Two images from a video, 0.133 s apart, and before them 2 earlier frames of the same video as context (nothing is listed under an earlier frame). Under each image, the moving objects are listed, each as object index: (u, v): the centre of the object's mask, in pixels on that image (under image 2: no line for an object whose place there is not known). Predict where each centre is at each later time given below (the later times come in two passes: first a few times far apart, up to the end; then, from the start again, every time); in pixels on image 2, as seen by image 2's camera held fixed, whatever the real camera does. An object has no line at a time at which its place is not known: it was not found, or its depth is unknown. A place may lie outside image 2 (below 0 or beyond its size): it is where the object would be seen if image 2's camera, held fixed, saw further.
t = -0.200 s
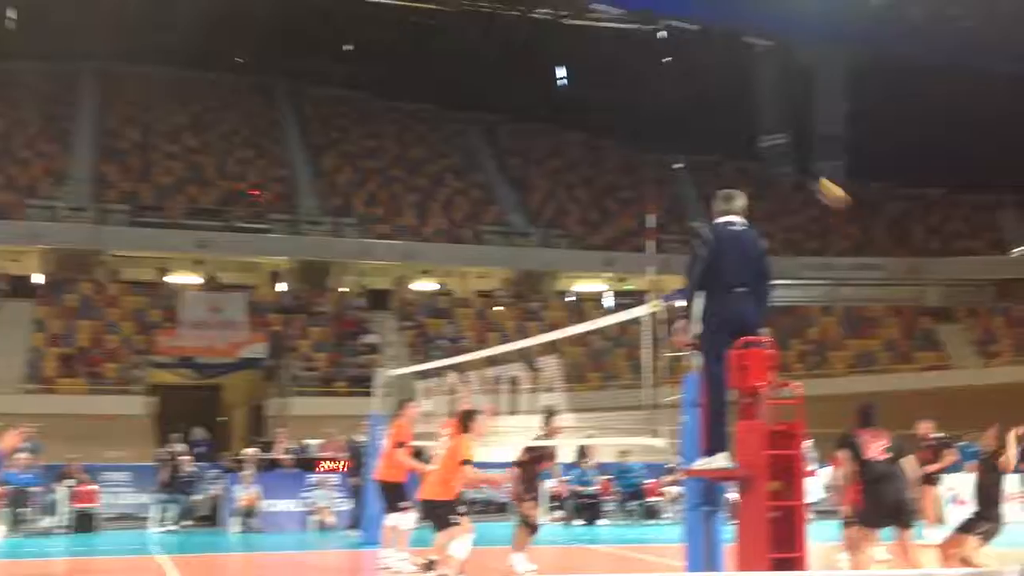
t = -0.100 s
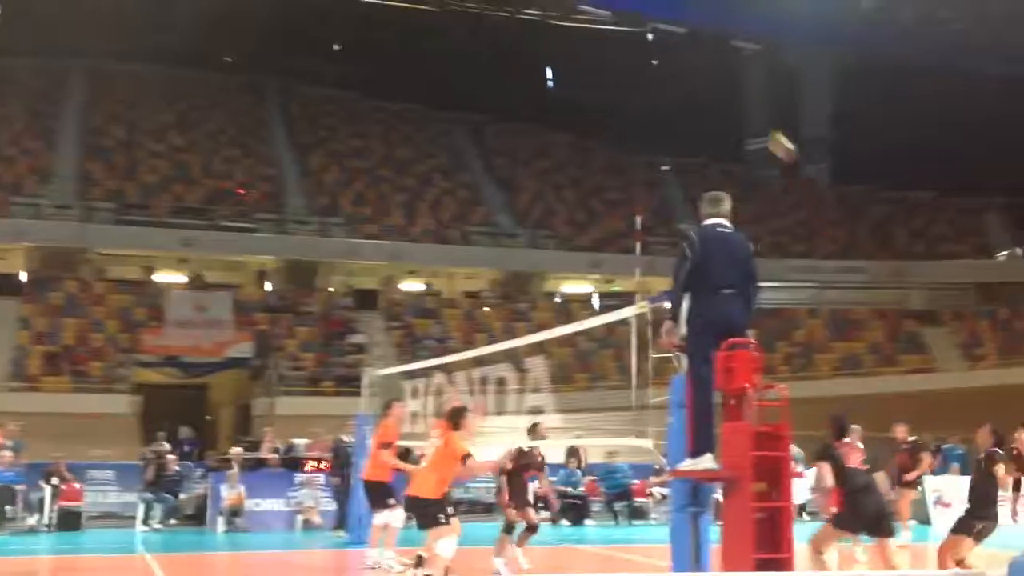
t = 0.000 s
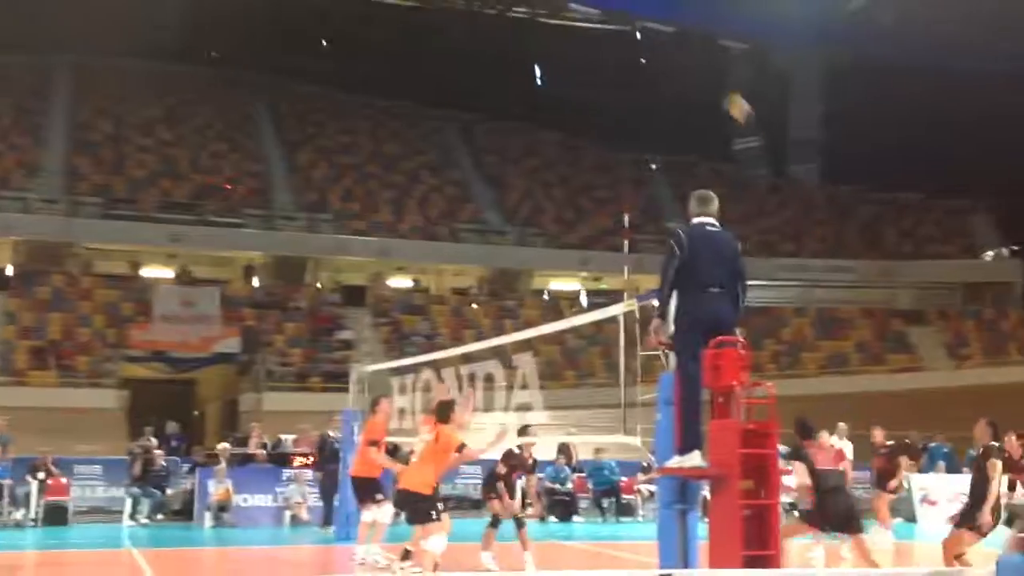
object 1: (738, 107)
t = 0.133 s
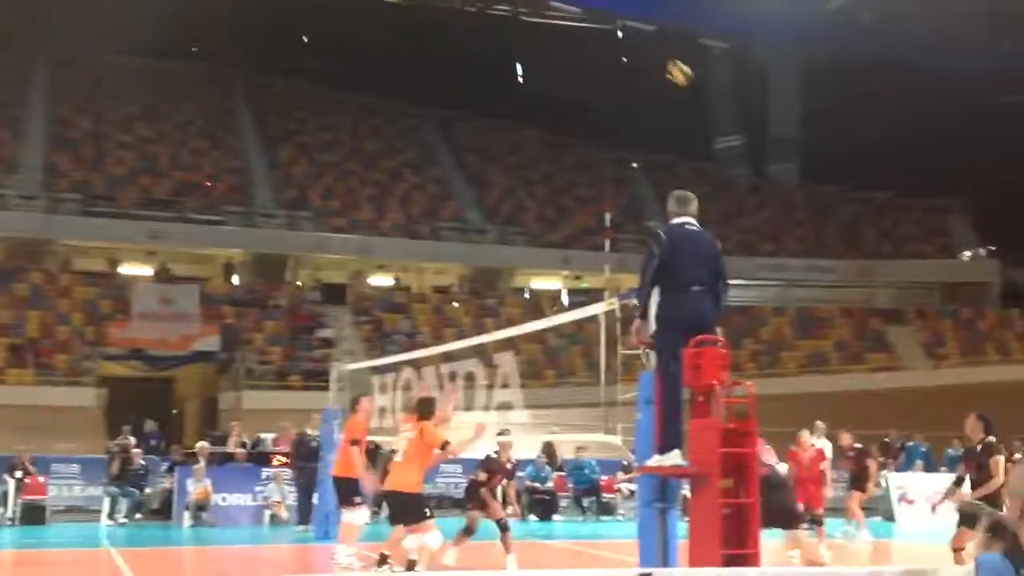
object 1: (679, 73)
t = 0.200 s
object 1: (660, 61)
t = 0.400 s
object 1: (599, 50)
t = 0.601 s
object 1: (544, 76)
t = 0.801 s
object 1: (493, 135)
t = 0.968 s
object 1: (454, 205)
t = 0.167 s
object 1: (669, 67)
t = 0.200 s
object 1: (660, 61)
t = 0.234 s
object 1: (649, 57)
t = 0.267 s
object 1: (639, 54)
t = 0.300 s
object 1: (630, 51)
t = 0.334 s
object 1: (620, 50)
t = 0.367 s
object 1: (610, 49)
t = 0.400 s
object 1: (599, 50)
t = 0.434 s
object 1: (589, 53)
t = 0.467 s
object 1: (580, 54)
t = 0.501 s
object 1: (571, 59)
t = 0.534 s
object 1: (562, 63)
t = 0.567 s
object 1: (553, 69)
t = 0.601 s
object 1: (544, 76)
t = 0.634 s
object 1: (534, 84)
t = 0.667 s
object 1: (526, 93)
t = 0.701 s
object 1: (518, 102)
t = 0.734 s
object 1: (509, 112)
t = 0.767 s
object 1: (501, 124)
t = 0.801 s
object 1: (493, 135)
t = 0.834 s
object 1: (485, 148)
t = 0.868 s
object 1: (477, 162)
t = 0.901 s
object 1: (470, 175)
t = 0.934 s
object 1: (462, 191)
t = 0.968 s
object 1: (454, 205)
